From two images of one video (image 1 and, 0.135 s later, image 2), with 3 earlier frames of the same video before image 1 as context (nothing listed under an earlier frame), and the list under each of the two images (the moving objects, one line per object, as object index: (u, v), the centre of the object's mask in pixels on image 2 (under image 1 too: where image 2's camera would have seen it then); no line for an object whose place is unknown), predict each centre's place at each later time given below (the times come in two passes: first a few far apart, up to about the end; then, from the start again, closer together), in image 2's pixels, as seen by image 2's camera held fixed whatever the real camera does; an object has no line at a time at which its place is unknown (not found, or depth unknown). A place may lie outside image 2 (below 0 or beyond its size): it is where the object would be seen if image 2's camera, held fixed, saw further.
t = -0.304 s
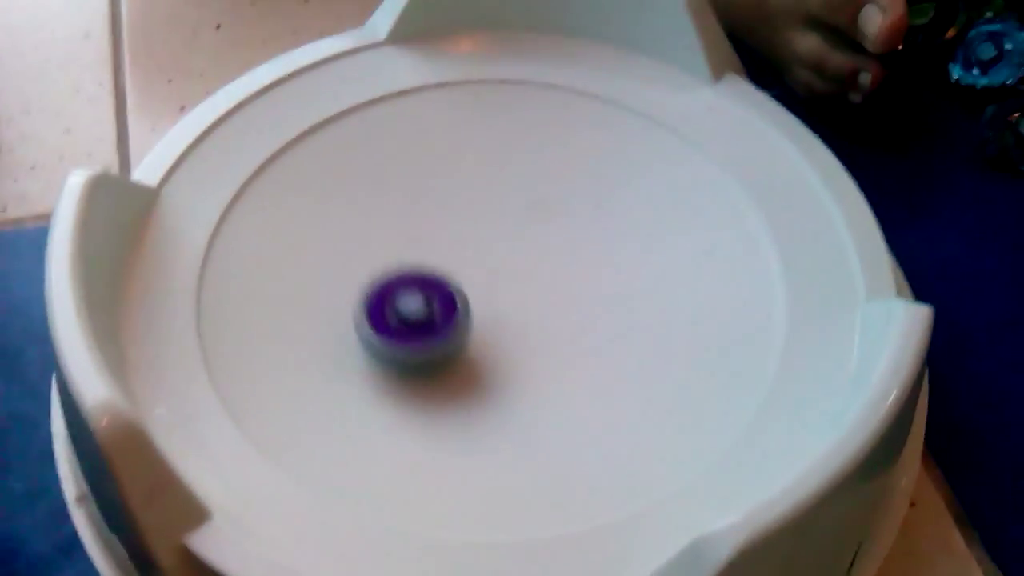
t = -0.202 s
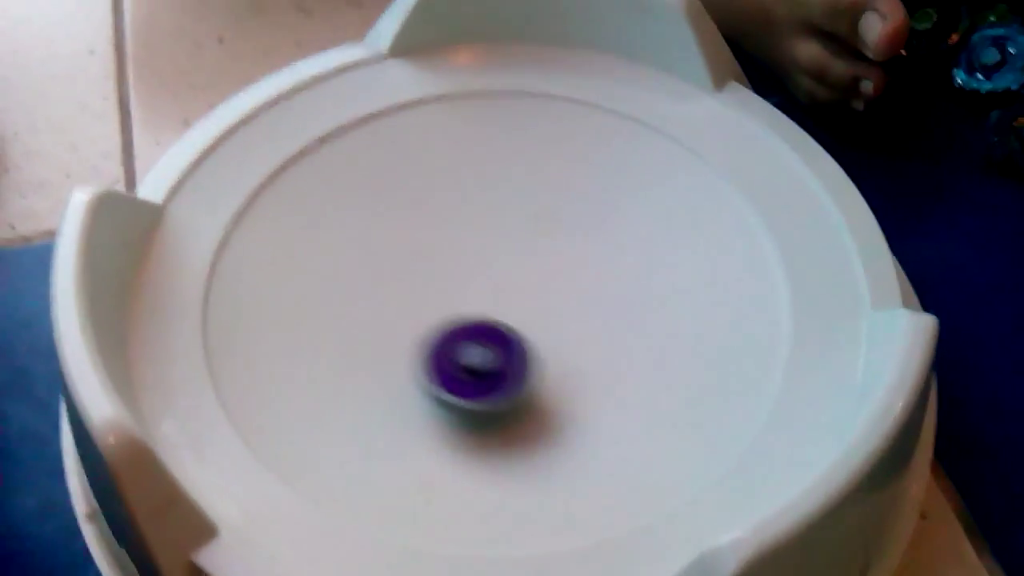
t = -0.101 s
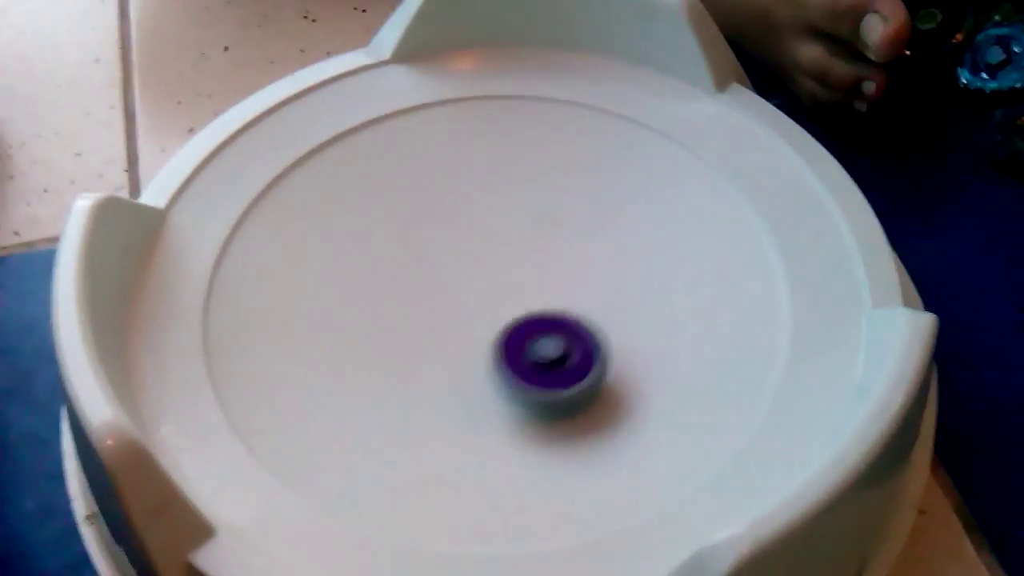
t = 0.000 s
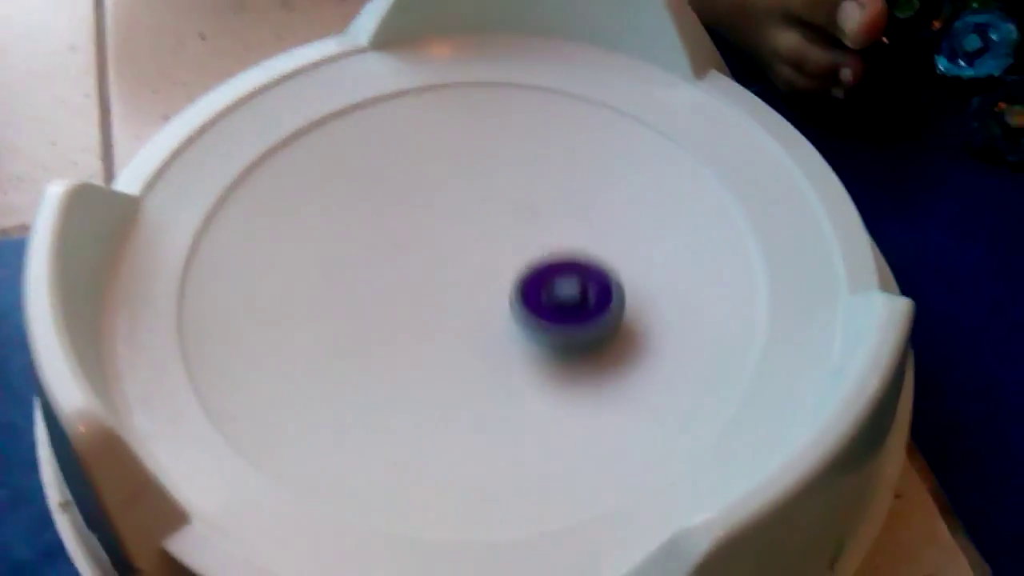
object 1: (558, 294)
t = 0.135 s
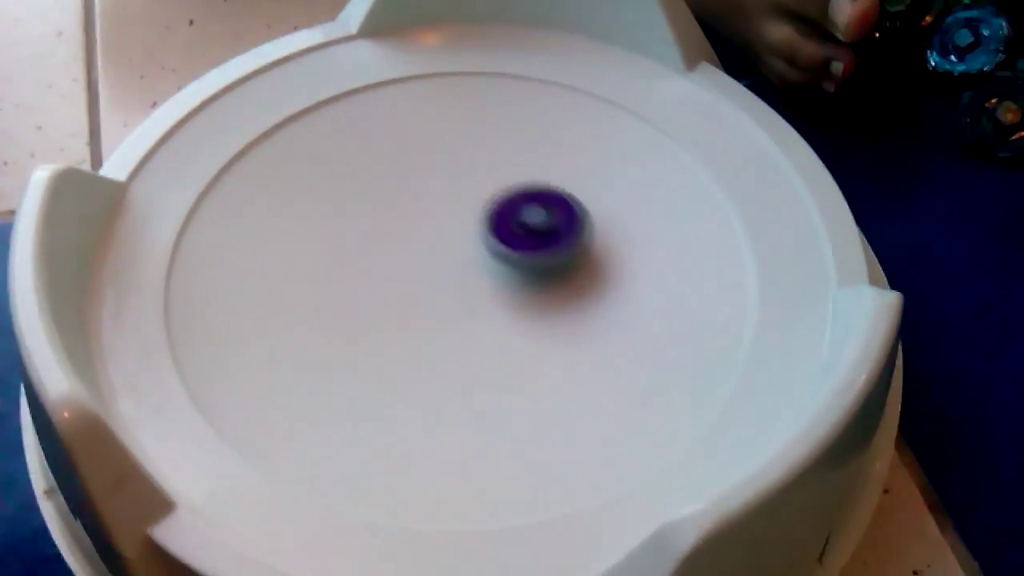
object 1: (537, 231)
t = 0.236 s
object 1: (476, 213)
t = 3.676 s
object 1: (402, 268)
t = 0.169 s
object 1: (520, 221)
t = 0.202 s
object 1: (497, 216)
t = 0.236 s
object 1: (476, 213)
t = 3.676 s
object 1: (402, 268)
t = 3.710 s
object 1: (400, 281)
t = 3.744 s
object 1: (404, 296)
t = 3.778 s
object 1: (412, 308)
